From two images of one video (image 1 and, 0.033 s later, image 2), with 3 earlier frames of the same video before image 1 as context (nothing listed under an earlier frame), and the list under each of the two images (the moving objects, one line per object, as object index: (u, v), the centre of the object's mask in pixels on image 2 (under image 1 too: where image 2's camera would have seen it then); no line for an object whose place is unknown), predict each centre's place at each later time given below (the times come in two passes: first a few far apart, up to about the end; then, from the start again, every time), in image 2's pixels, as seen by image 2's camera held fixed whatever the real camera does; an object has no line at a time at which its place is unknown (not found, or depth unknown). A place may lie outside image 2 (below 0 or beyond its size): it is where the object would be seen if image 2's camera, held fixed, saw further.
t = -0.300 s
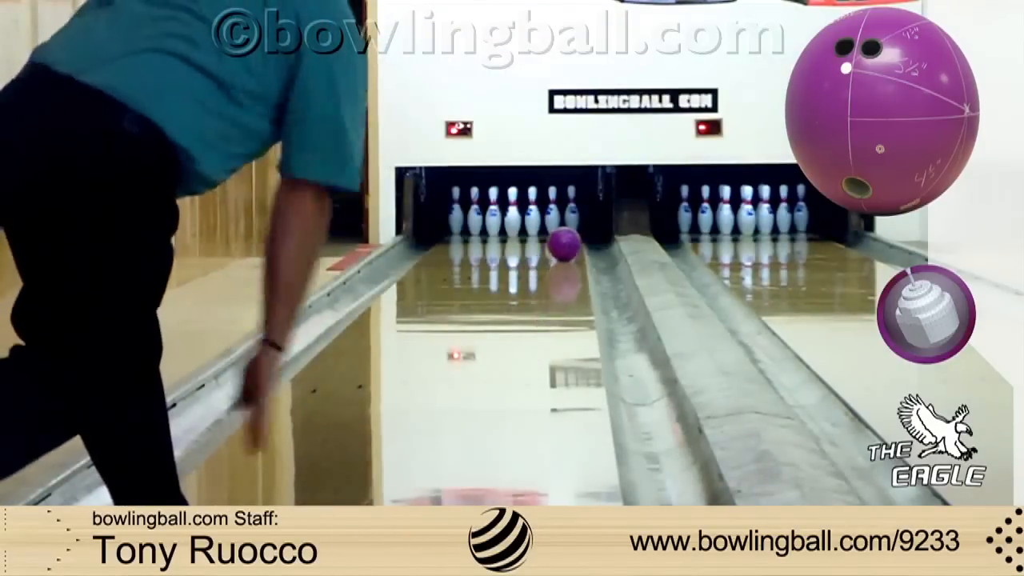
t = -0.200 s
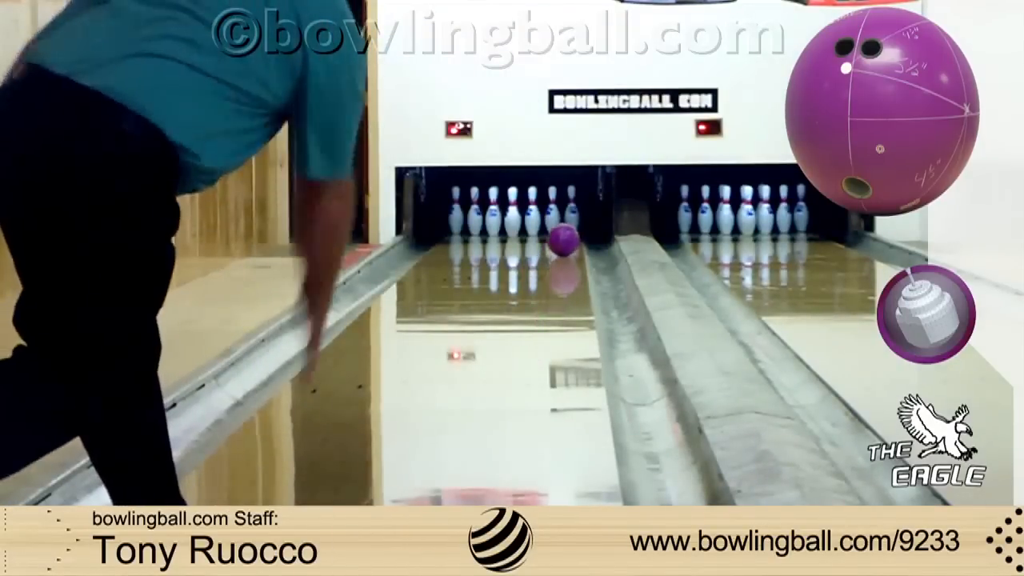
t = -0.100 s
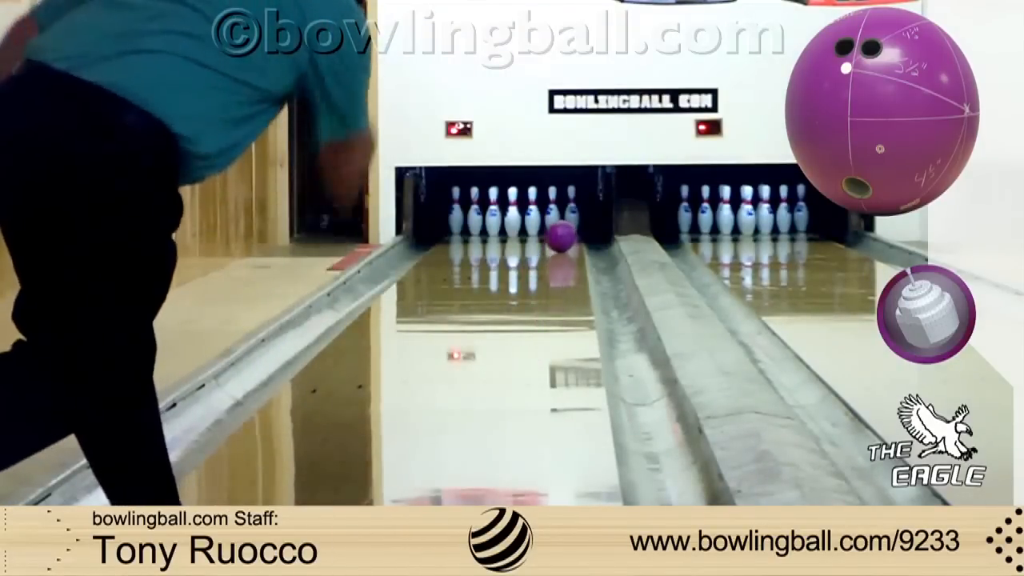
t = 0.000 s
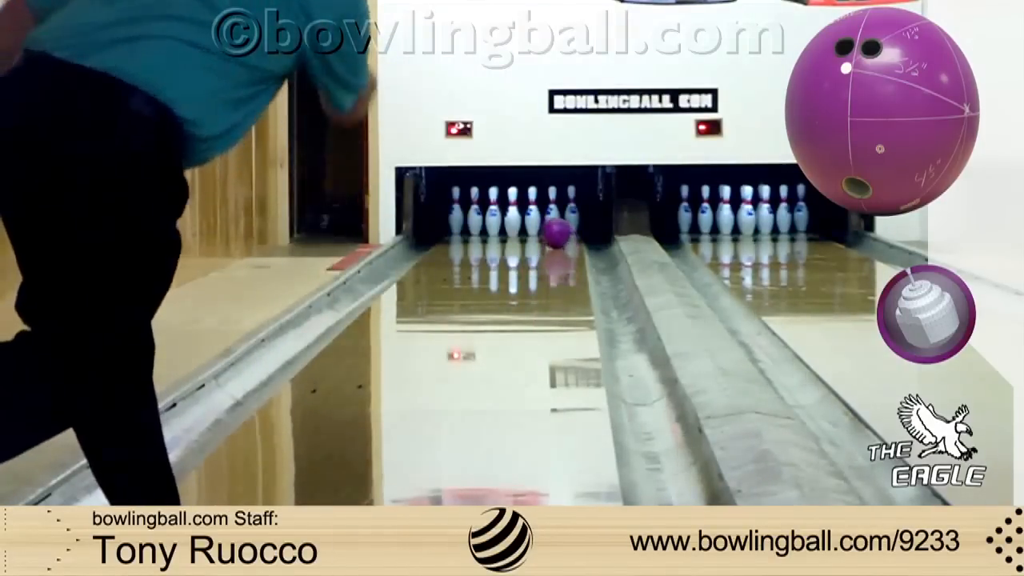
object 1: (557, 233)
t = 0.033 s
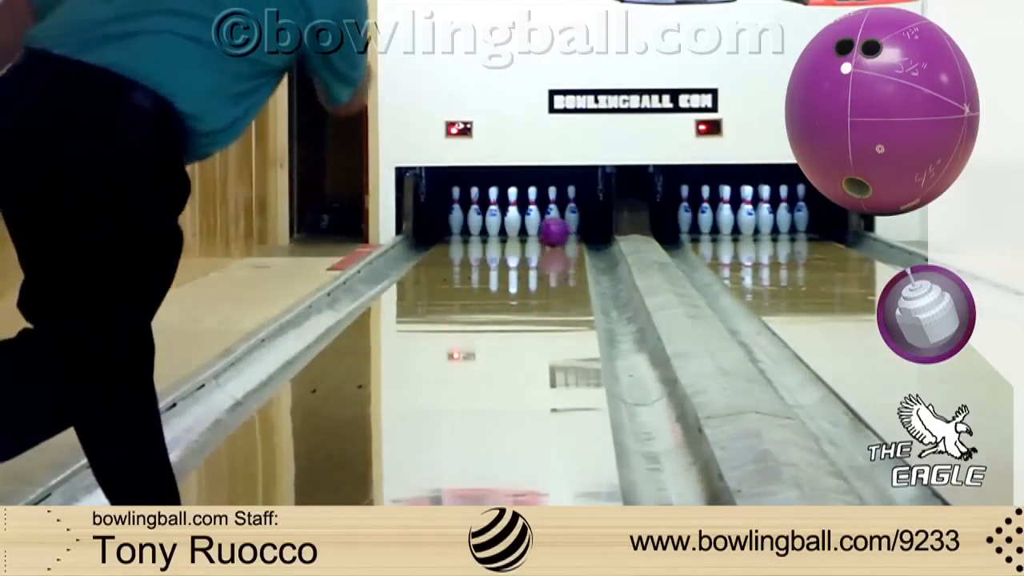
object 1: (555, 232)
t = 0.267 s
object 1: (534, 226)
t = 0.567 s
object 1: (533, 221)
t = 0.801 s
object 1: (537, 224)
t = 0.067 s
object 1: (553, 231)
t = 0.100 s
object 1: (549, 230)
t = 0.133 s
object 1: (546, 229)
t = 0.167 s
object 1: (543, 228)
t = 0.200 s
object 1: (540, 227)
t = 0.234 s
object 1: (536, 226)
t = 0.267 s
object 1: (534, 226)
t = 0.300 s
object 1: (531, 225)
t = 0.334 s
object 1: (529, 224)
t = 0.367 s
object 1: (530, 224)
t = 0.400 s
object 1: (531, 223)
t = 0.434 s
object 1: (532, 223)
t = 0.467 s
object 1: (532, 222)
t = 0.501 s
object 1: (533, 222)
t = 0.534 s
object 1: (533, 221)
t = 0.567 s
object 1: (533, 221)
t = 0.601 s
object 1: (533, 221)
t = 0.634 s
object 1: (533, 221)
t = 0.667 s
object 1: (534, 221)
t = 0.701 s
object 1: (534, 222)
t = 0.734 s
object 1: (534, 222)
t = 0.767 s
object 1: (534, 226)
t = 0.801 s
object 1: (537, 224)
